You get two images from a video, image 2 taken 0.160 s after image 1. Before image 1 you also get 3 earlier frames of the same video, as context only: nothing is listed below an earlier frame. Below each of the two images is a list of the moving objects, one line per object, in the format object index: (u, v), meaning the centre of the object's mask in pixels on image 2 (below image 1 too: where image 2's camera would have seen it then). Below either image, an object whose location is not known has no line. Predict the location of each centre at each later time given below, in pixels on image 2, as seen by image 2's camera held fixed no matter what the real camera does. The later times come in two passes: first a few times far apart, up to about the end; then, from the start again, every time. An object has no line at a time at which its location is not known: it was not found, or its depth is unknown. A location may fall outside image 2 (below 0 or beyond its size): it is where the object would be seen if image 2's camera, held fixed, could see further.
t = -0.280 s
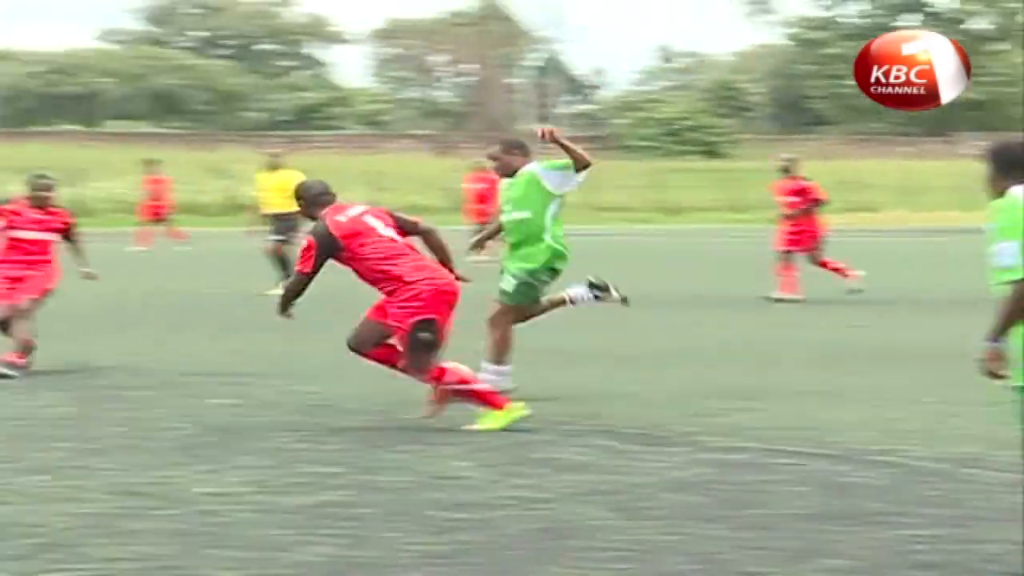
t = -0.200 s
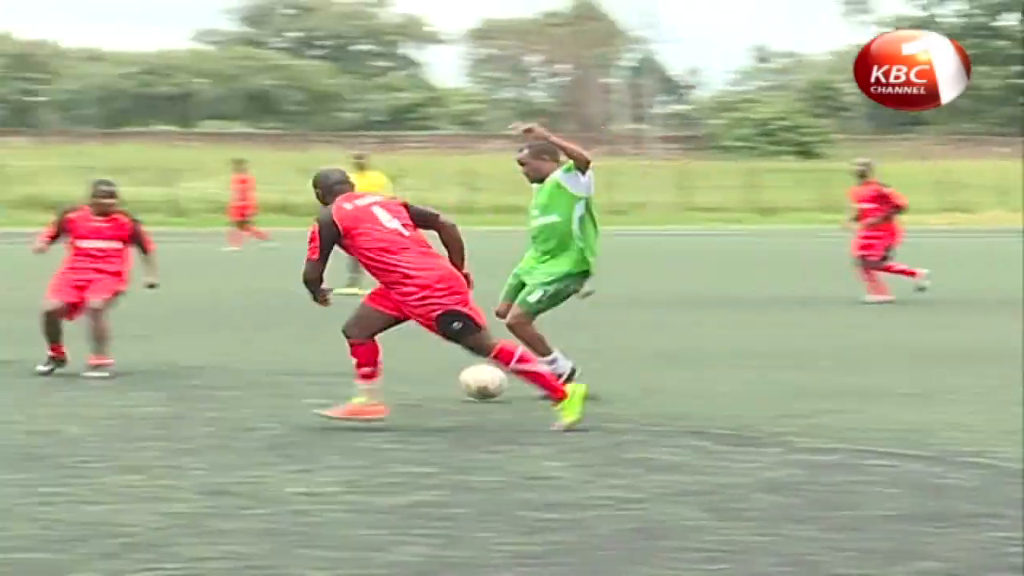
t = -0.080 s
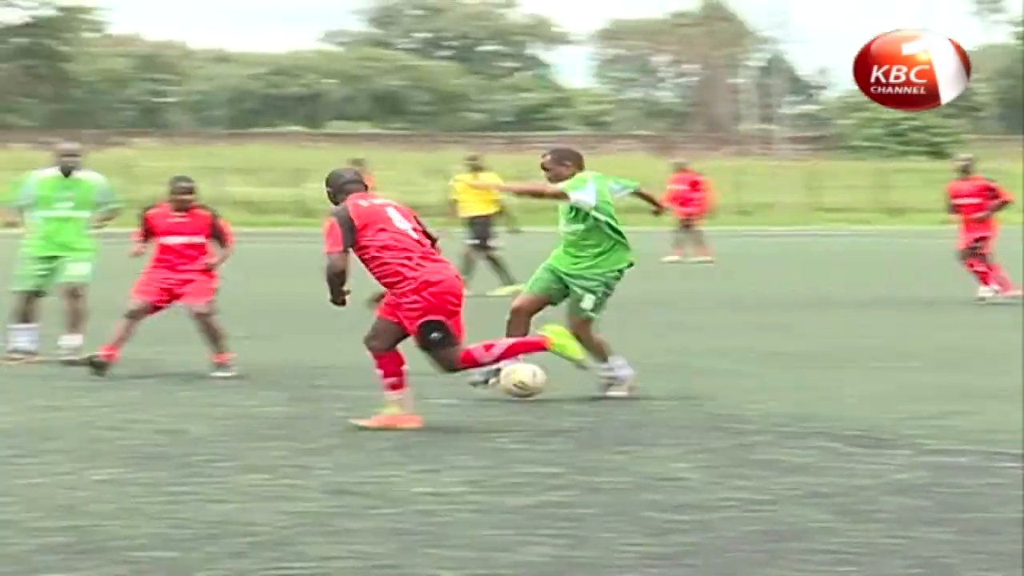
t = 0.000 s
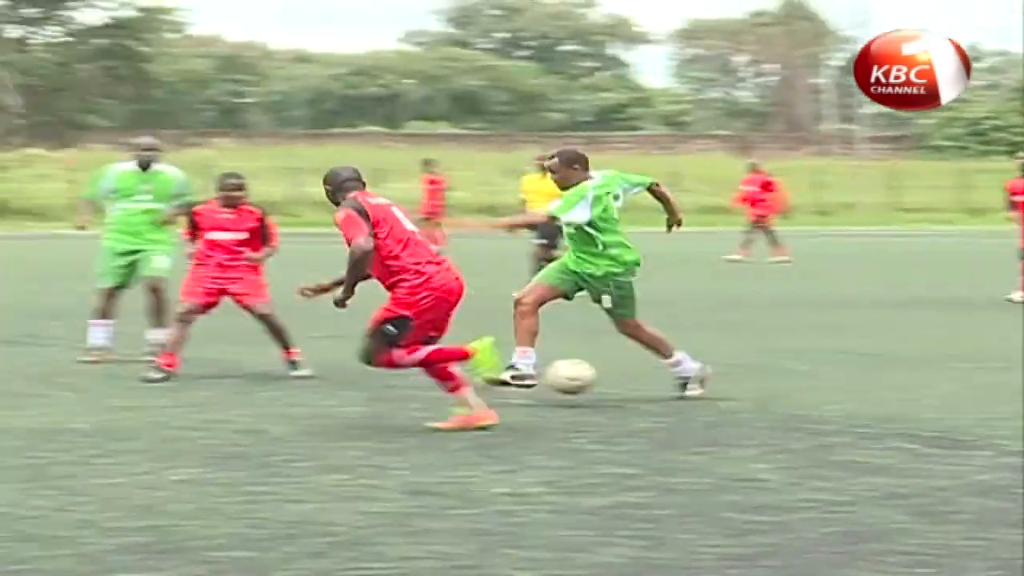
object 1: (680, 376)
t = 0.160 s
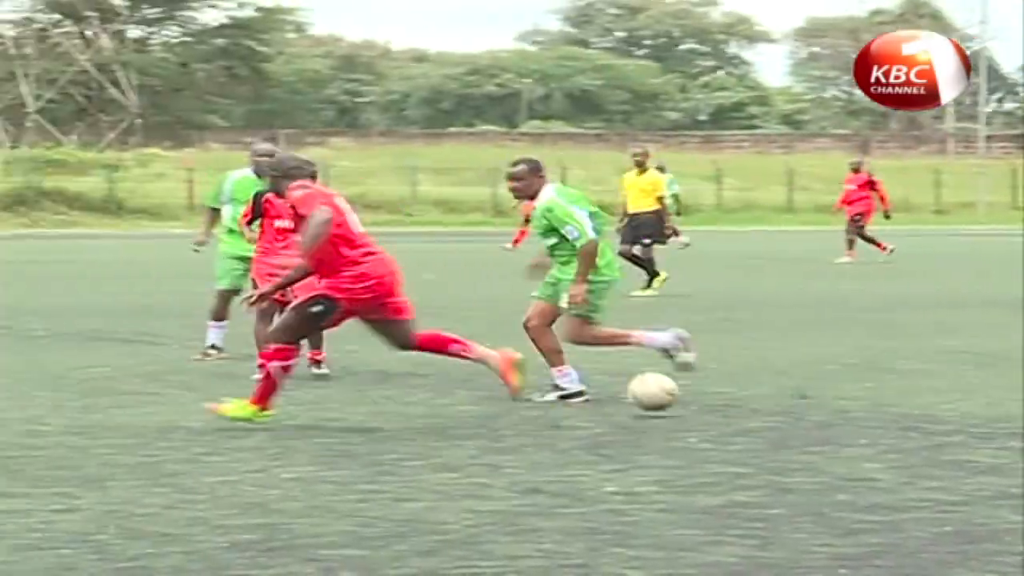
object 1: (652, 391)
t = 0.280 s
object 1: (622, 394)
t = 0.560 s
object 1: (536, 408)
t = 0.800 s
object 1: (455, 423)
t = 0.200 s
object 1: (646, 401)
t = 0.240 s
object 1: (635, 398)
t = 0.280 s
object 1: (622, 394)
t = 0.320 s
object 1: (611, 395)
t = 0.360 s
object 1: (599, 397)
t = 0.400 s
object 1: (587, 402)
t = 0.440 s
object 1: (574, 411)
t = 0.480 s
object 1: (562, 413)
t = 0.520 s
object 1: (549, 409)
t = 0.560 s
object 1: (536, 408)
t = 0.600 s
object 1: (523, 410)
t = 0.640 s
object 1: (508, 415)
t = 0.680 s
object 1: (496, 424)
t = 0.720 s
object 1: (483, 424)
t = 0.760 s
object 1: (469, 421)
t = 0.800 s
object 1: (455, 423)
